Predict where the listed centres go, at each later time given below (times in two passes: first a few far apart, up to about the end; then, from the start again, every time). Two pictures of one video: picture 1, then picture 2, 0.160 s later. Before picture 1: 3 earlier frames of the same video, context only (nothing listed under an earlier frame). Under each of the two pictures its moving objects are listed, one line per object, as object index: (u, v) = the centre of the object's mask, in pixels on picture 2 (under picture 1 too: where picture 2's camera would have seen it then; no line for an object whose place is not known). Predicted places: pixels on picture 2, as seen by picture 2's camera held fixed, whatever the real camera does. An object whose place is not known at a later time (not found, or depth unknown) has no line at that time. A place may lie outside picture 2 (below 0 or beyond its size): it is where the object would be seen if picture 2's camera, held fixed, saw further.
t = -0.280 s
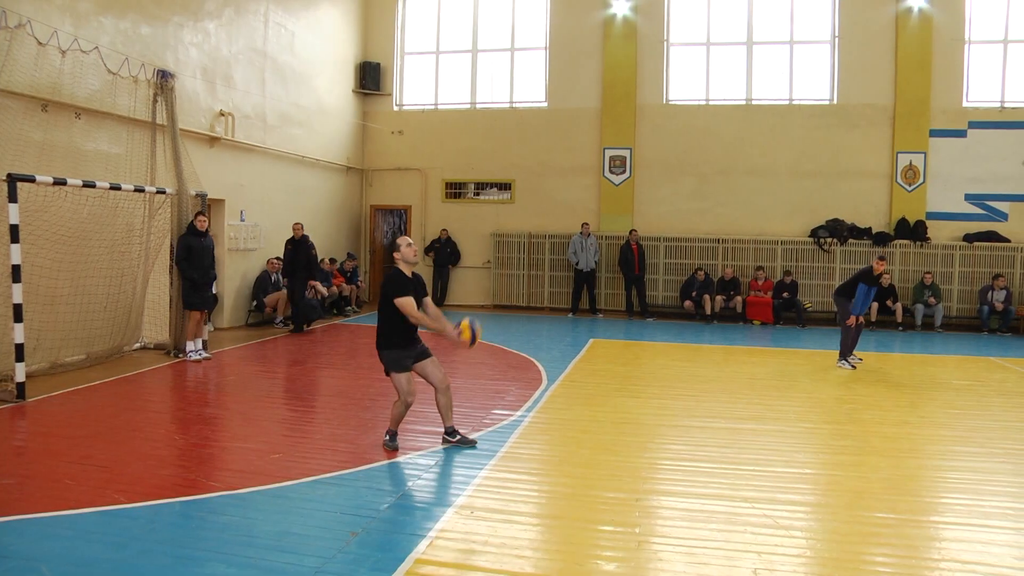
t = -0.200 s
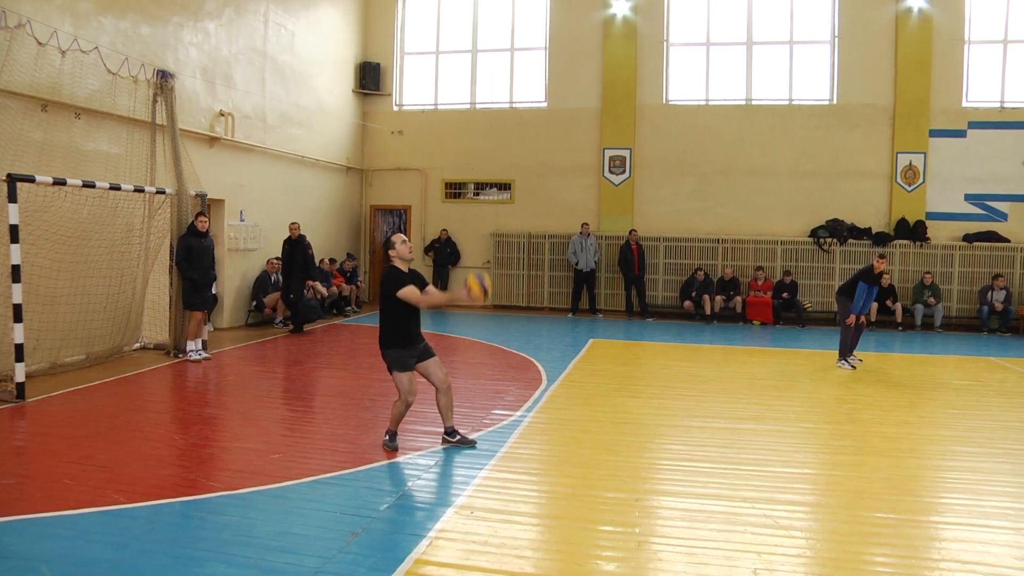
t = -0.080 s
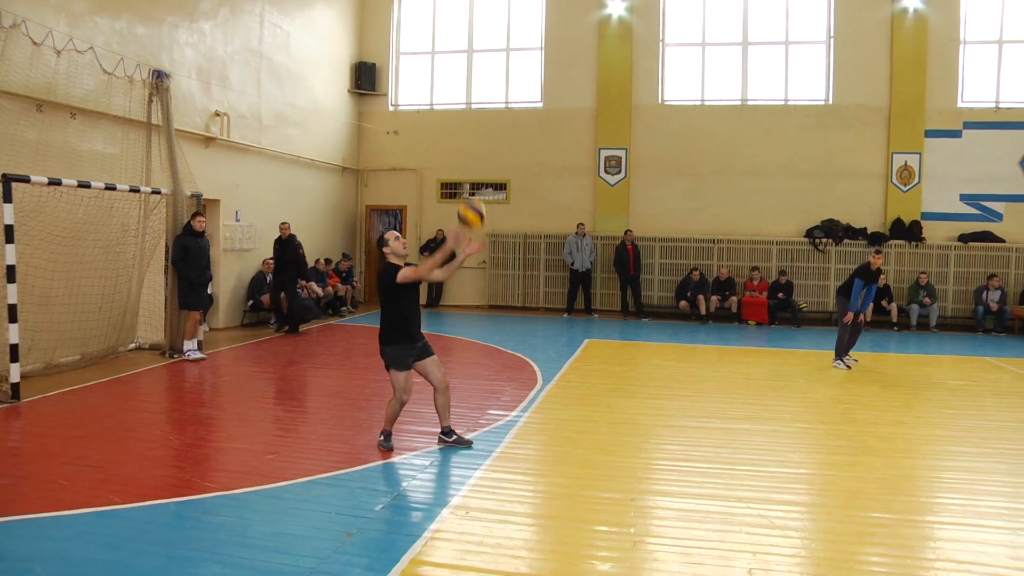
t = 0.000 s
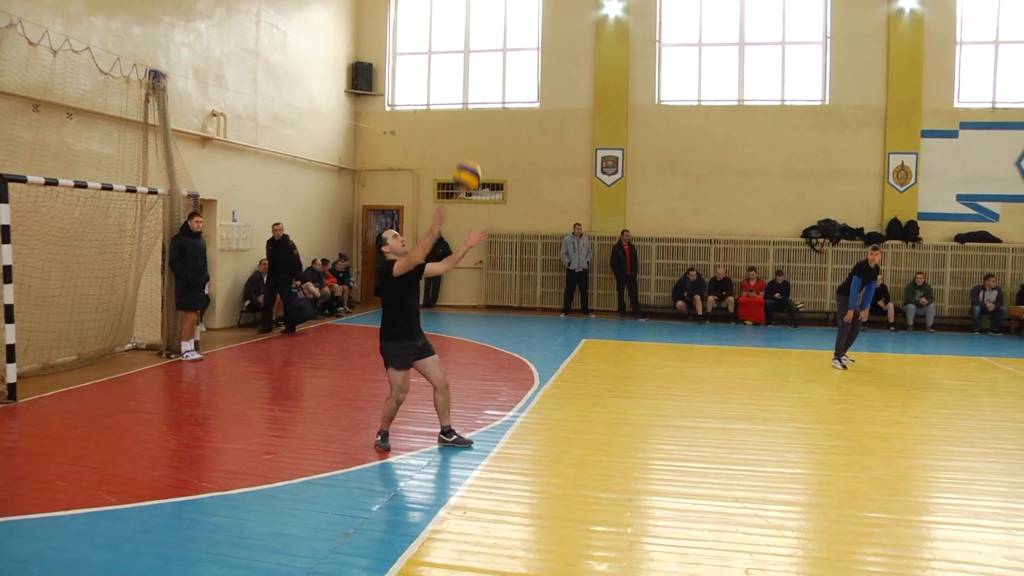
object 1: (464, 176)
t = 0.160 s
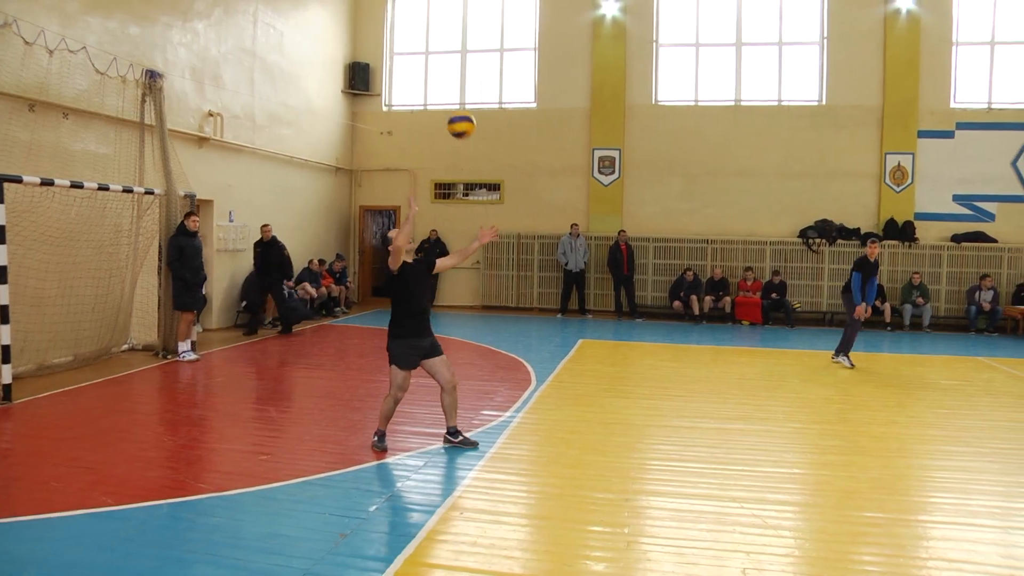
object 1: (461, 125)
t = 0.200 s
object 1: (460, 117)
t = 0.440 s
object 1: (454, 116)
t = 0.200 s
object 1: (460, 117)
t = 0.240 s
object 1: (459, 112)
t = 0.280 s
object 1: (458, 109)
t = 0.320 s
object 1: (457, 108)
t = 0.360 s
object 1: (456, 109)
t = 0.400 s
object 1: (455, 111)
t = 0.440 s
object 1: (454, 116)
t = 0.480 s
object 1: (453, 123)
